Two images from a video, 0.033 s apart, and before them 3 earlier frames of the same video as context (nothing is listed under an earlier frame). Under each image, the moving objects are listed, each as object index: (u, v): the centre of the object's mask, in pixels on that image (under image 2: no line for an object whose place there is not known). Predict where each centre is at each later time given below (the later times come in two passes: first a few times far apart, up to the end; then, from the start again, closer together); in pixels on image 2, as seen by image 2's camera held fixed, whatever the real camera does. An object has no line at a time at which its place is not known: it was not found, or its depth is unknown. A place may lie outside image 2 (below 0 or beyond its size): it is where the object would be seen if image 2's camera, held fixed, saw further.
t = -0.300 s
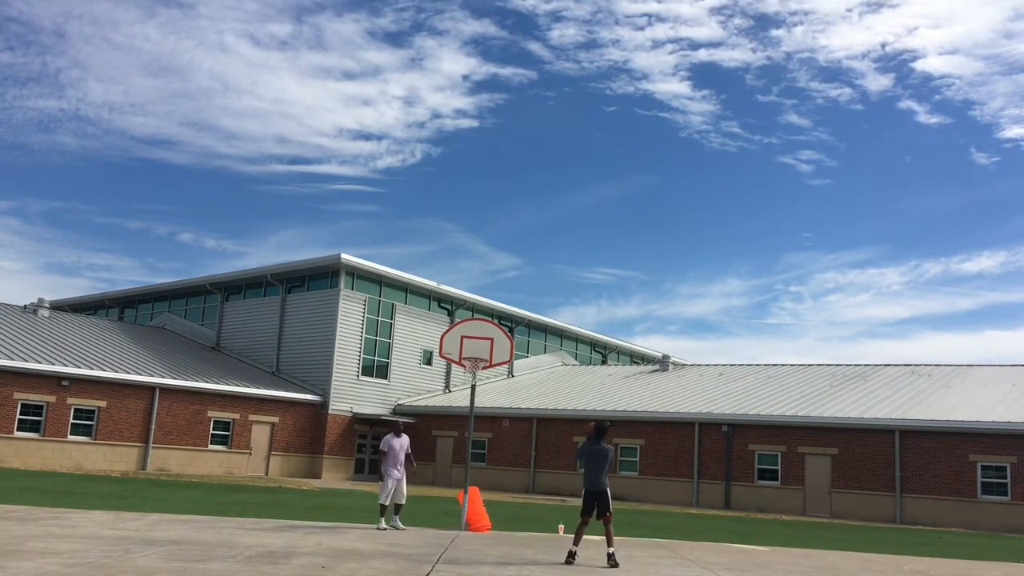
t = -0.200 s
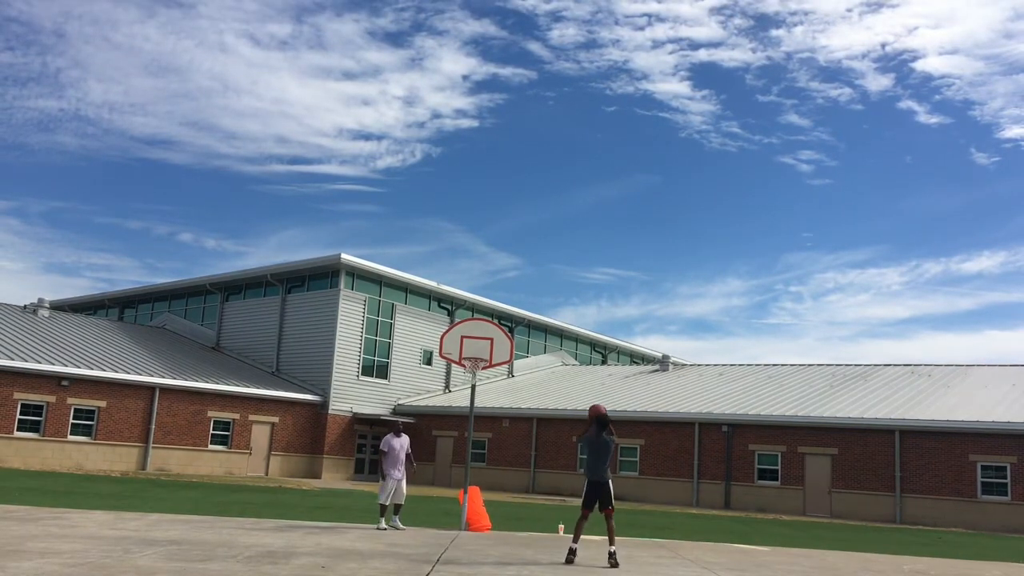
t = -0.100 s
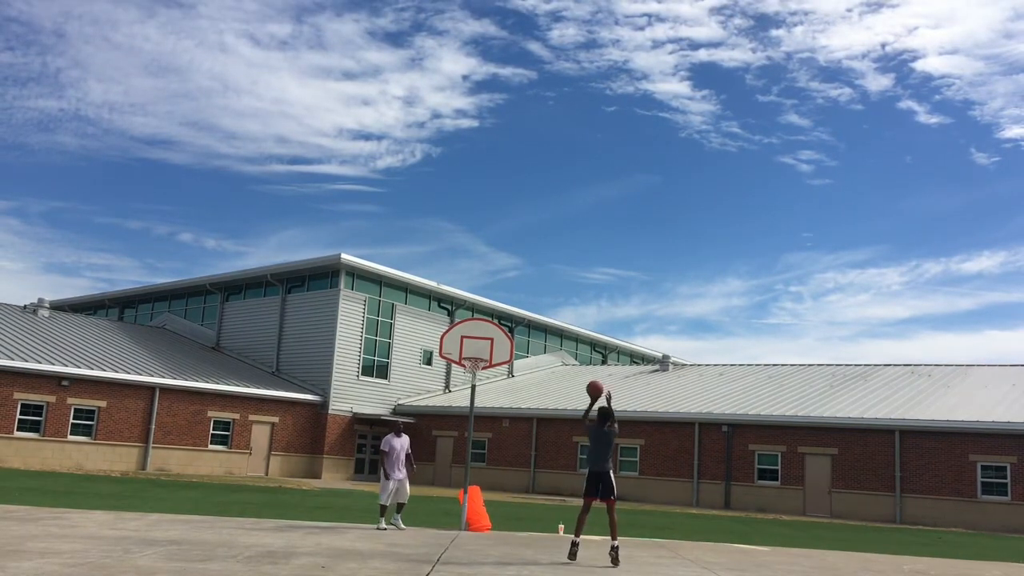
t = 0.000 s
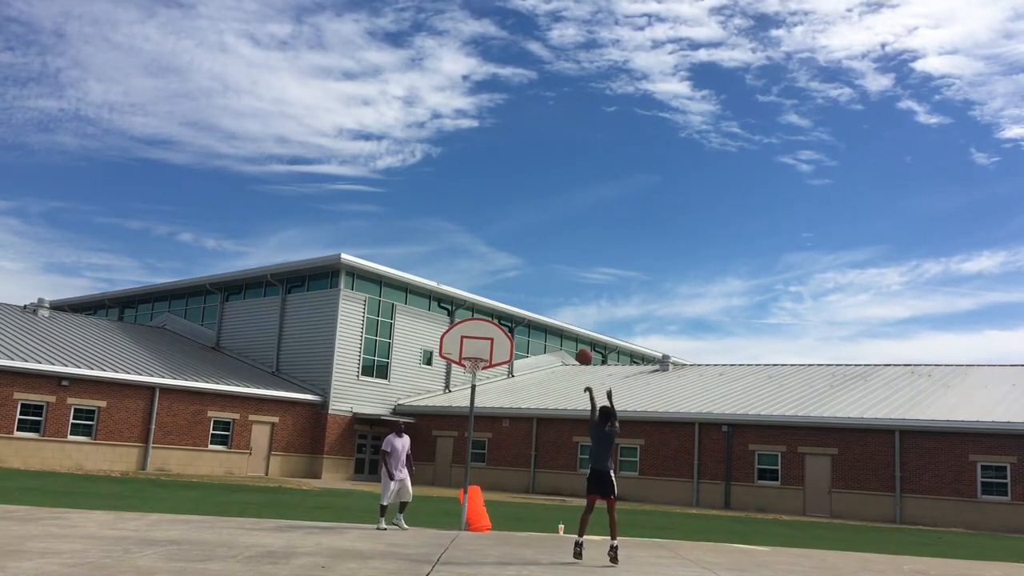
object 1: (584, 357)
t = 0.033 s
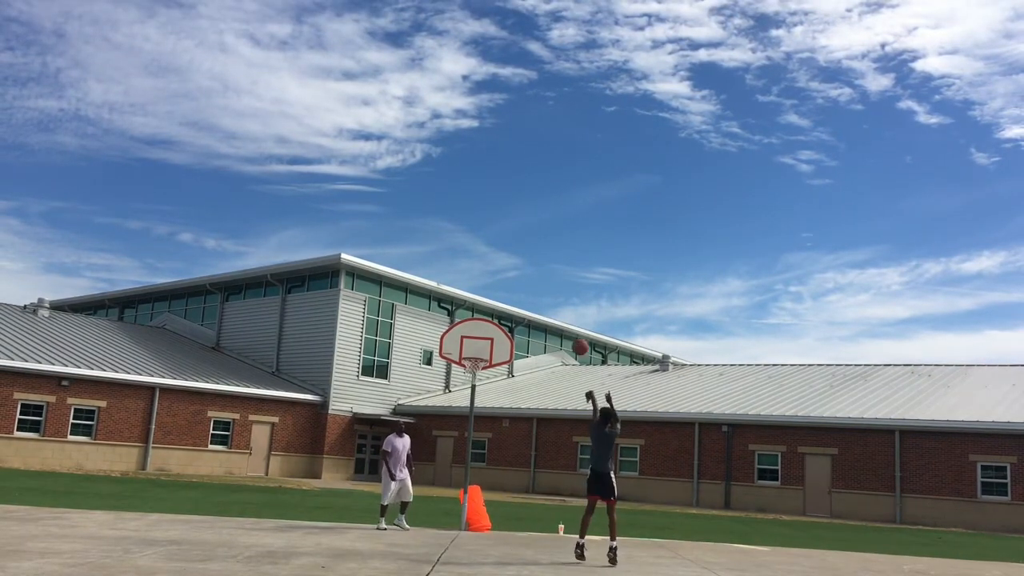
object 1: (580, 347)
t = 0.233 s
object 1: (554, 308)
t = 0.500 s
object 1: (522, 298)
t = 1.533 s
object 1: (517, 499)
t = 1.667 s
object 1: (525, 519)
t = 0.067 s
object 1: (576, 338)
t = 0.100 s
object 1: (571, 330)
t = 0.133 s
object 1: (567, 323)
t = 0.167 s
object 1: (562, 317)
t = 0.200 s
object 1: (558, 312)
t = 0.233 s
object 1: (554, 308)
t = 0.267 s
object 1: (550, 304)
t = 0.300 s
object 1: (546, 301)
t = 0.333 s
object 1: (542, 299)
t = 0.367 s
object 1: (538, 297)
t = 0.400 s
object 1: (534, 296)
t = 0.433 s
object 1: (530, 296)
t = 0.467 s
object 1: (526, 297)
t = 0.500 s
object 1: (522, 298)
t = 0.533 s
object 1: (518, 299)
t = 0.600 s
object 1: (510, 304)
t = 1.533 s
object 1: (517, 499)
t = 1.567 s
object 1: (519, 513)
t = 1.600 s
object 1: (521, 528)
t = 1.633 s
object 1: (523, 532)
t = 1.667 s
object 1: (525, 519)
